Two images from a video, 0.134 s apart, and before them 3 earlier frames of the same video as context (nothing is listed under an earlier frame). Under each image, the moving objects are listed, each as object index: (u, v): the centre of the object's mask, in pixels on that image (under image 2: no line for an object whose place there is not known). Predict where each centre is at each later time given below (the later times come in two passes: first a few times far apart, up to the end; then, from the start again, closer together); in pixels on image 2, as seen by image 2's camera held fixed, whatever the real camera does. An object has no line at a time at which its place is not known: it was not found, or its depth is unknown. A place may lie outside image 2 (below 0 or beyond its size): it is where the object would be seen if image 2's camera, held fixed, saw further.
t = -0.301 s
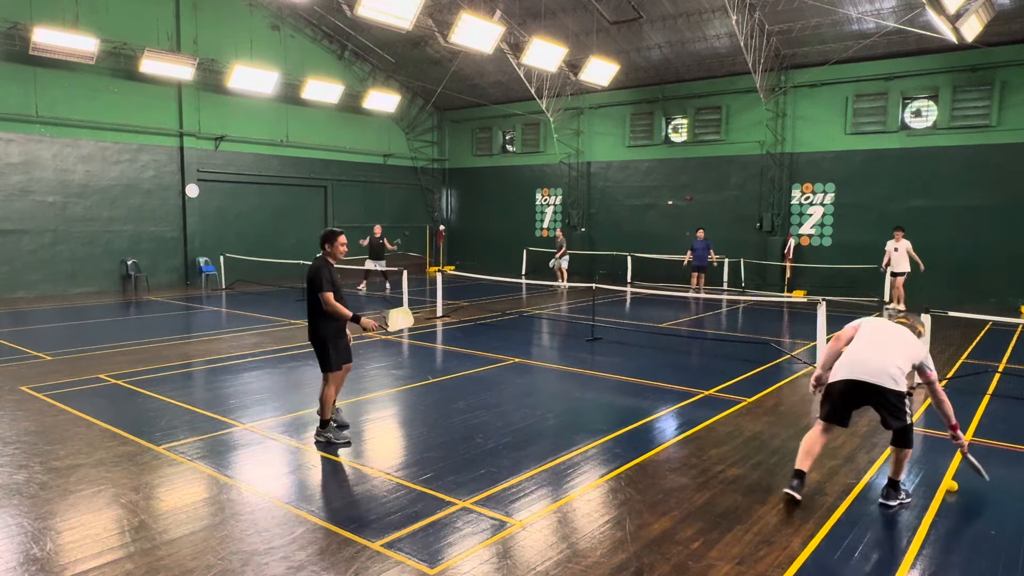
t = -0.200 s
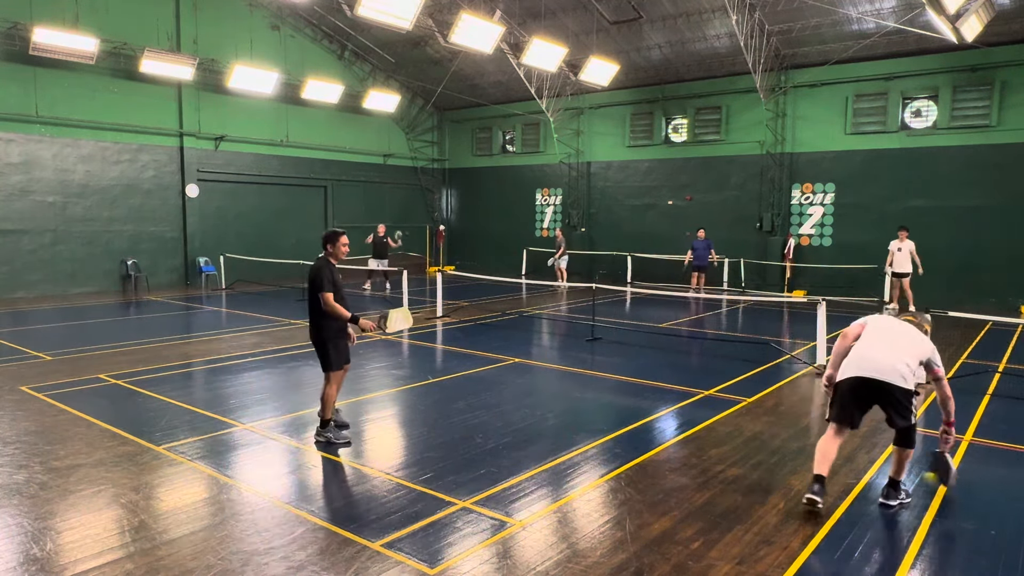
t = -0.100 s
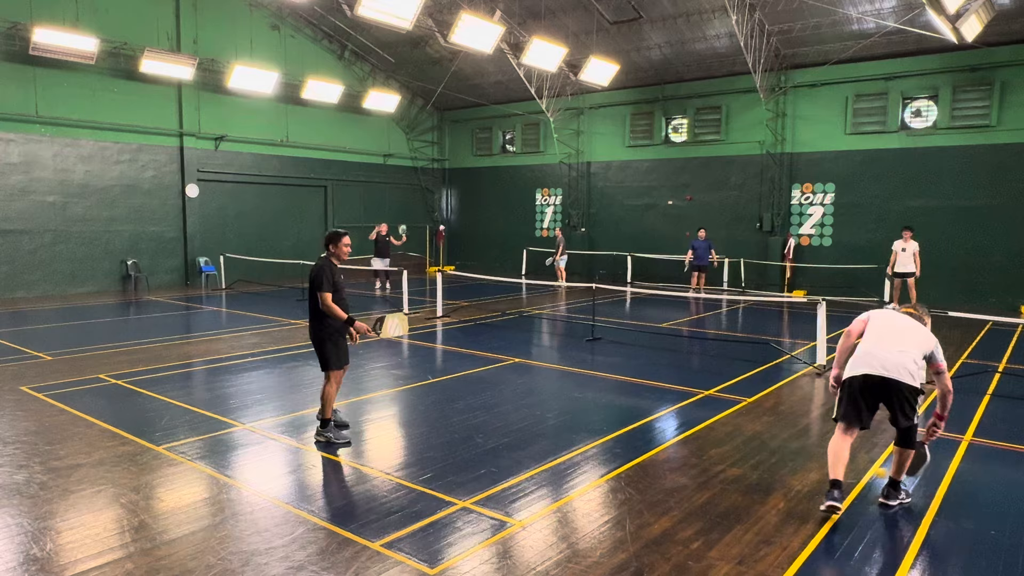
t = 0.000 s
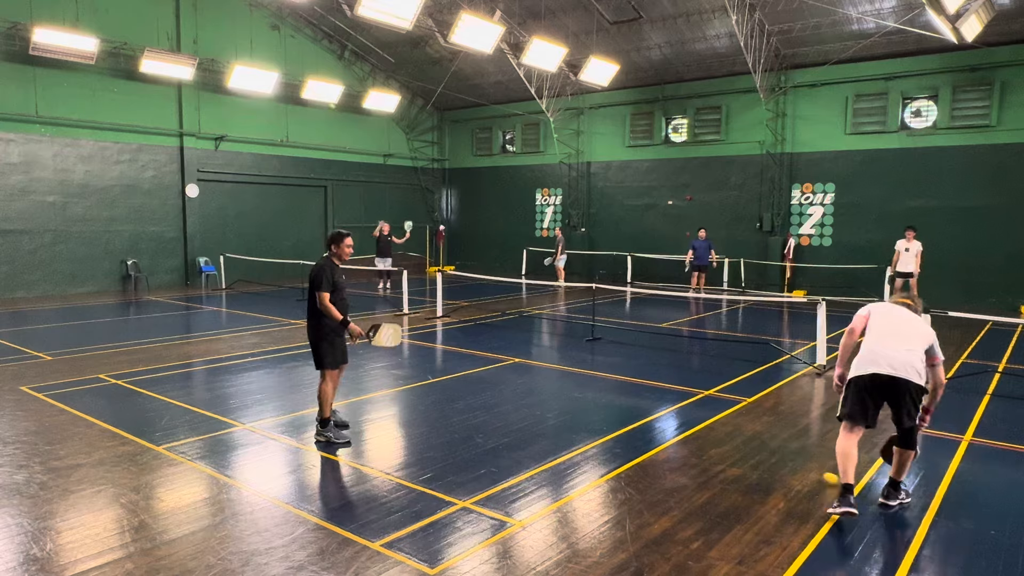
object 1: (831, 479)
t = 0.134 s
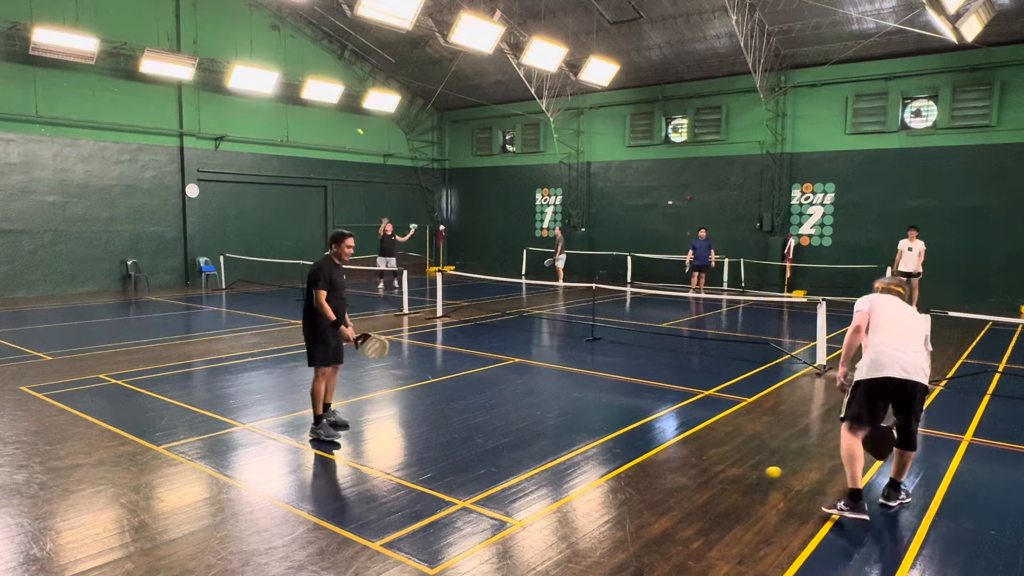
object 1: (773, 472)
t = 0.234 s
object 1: (731, 472)
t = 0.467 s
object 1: (636, 471)
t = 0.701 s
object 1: (545, 469)
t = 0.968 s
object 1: (448, 465)
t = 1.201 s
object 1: (366, 465)
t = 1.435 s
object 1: (290, 462)
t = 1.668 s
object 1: (215, 459)
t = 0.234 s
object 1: (731, 472)
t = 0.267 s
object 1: (717, 470)
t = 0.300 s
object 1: (703, 470)
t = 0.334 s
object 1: (690, 471)
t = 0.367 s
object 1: (676, 473)
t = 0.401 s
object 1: (663, 471)
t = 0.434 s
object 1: (649, 470)
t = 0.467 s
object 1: (636, 471)
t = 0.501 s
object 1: (623, 471)
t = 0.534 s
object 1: (609, 469)
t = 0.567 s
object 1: (597, 470)
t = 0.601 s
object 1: (584, 470)
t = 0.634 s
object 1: (570, 469)
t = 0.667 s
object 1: (557, 469)
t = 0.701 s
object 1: (545, 469)
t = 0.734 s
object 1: (532, 468)
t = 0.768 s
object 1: (520, 468)
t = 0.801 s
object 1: (508, 467)
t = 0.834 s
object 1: (495, 467)
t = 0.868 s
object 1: (483, 466)
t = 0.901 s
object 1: (472, 464)
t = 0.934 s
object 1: (460, 464)
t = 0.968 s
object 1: (448, 465)
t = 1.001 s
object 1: (437, 465)
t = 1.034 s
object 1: (426, 464)
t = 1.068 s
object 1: (414, 465)
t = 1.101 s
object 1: (403, 465)
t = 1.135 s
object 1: (390, 466)
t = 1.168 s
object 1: (379, 466)
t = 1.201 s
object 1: (366, 465)
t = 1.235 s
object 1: (356, 463)
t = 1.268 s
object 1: (346, 463)
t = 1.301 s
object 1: (334, 462)
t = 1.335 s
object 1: (322, 463)
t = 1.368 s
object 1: (311, 462)
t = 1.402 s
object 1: (300, 461)
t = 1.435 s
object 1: (290, 462)
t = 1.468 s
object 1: (279, 462)
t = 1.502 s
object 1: (268, 460)
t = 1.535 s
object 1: (258, 460)
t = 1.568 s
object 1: (247, 460)
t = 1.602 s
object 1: (235, 460)
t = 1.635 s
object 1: (226, 459)
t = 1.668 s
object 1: (215, 459)
